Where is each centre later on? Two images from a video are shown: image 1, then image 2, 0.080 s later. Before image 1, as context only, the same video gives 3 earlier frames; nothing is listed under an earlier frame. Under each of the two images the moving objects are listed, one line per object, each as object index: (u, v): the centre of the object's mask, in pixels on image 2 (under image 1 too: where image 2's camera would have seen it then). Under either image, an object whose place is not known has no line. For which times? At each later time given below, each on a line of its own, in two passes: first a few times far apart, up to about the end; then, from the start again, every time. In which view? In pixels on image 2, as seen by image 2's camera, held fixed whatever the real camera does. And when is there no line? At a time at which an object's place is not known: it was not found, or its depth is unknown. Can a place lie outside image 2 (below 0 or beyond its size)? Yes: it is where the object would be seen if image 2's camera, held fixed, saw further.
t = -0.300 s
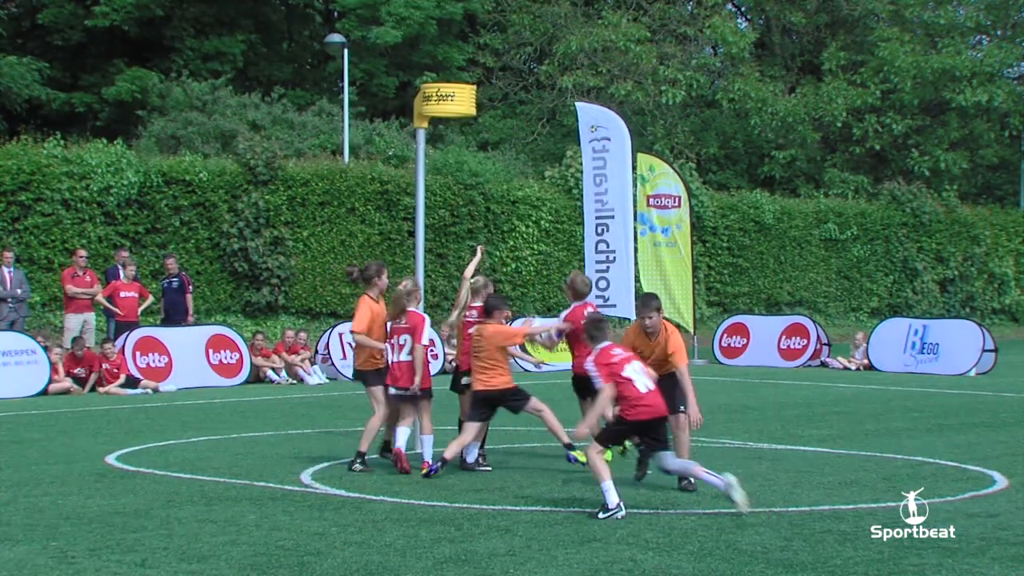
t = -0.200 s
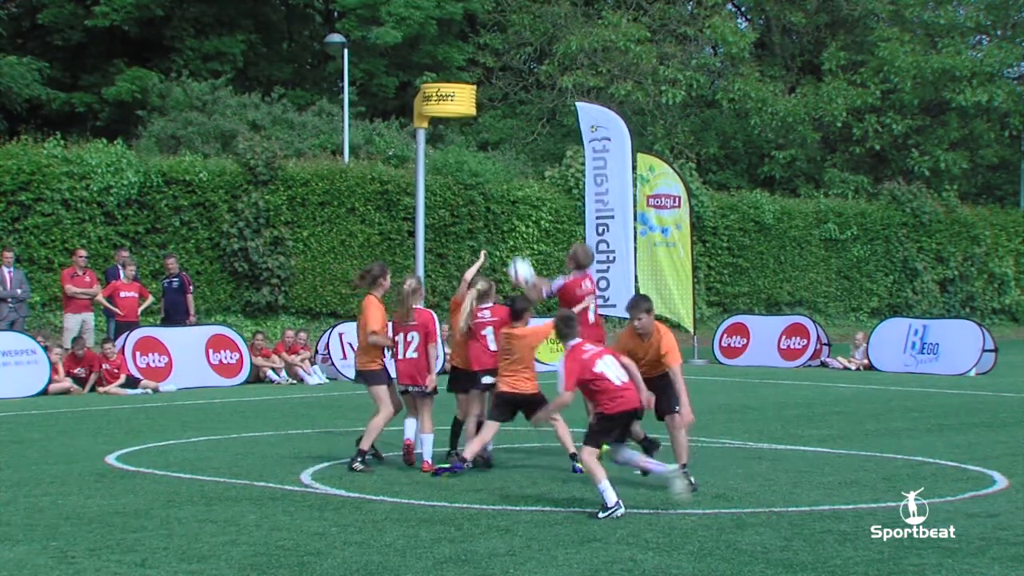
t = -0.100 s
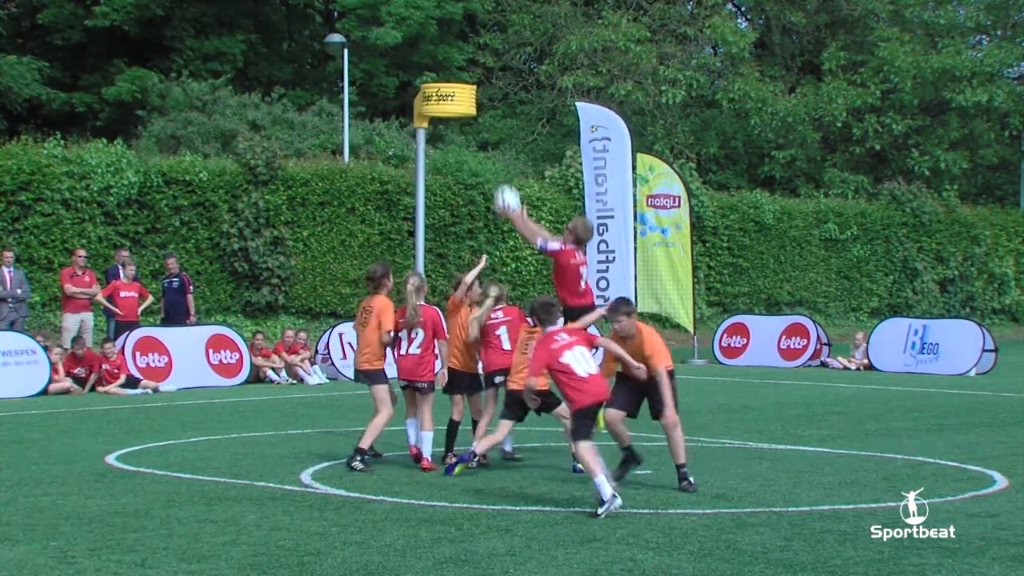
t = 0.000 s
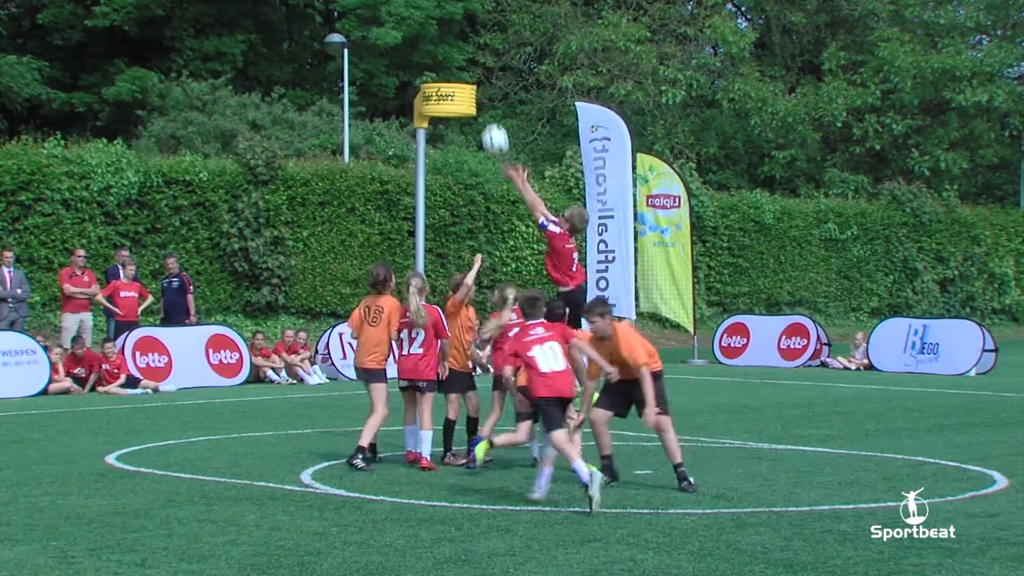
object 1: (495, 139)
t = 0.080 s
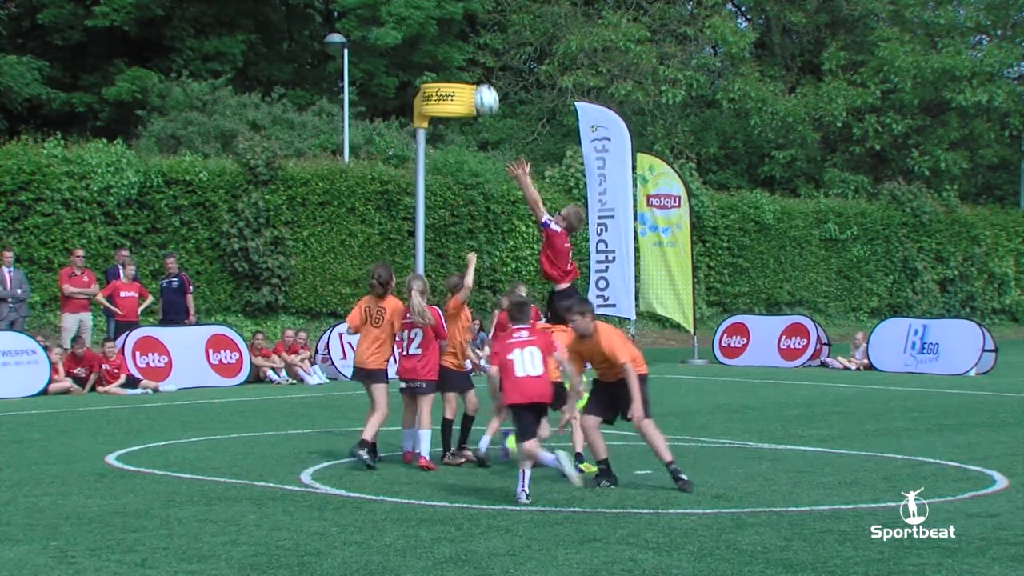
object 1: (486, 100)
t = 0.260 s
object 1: (475, 40)
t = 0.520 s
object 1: (466, 25)
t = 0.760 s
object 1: (457, 74)
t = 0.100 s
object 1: (484, 91)
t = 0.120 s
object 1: (481, 83)
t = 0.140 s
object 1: (480, 75)
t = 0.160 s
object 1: (479, 68)
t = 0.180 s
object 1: (478, 62)
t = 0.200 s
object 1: (477, 56)
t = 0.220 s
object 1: (477, 50)
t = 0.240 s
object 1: (476, 45)
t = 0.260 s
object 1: (475, 40)
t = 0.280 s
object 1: (474, 36)
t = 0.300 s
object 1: (474, 32)
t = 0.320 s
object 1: (473, 29)
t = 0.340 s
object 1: (472, 27)
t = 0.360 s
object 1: (471, 25)
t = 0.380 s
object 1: (471, 23)
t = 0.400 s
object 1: (470, 22)
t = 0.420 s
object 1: (470, 21)
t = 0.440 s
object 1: (469, 21)
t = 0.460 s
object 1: (468, 21)
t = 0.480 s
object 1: (467, 22)
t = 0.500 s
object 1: (466, 23)
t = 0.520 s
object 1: (466, 25)
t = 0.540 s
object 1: (465, 27)
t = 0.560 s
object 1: (464, 29)
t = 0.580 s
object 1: (463, 32)
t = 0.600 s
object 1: (463, 35)
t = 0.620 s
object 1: (462, 39)
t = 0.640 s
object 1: (461, 43)
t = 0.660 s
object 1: (461, 49)
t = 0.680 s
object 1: (460, 54)
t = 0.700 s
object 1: (459, 60)
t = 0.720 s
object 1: (459, 66)
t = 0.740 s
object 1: (458, 71)
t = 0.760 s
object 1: (457, 74)
